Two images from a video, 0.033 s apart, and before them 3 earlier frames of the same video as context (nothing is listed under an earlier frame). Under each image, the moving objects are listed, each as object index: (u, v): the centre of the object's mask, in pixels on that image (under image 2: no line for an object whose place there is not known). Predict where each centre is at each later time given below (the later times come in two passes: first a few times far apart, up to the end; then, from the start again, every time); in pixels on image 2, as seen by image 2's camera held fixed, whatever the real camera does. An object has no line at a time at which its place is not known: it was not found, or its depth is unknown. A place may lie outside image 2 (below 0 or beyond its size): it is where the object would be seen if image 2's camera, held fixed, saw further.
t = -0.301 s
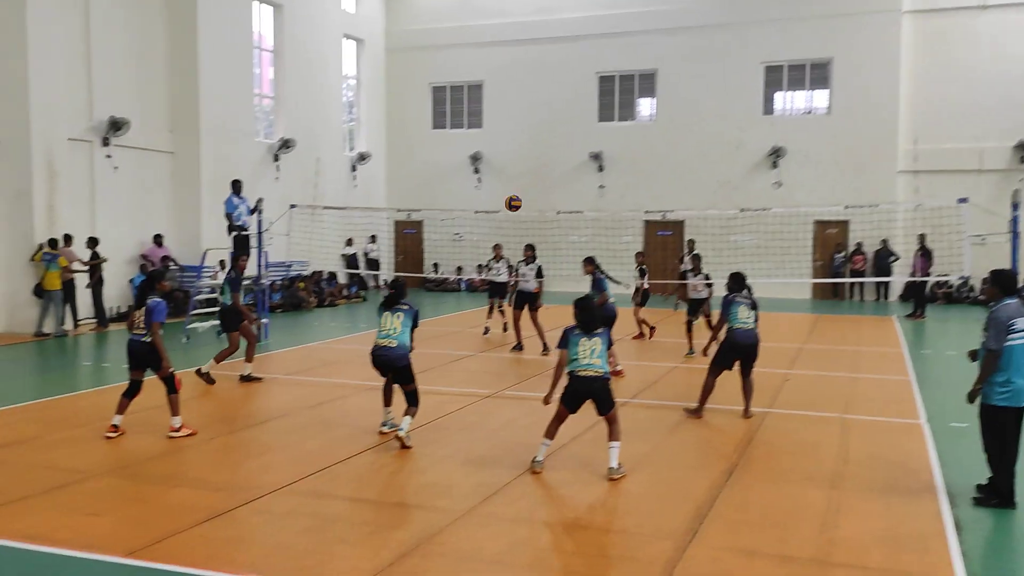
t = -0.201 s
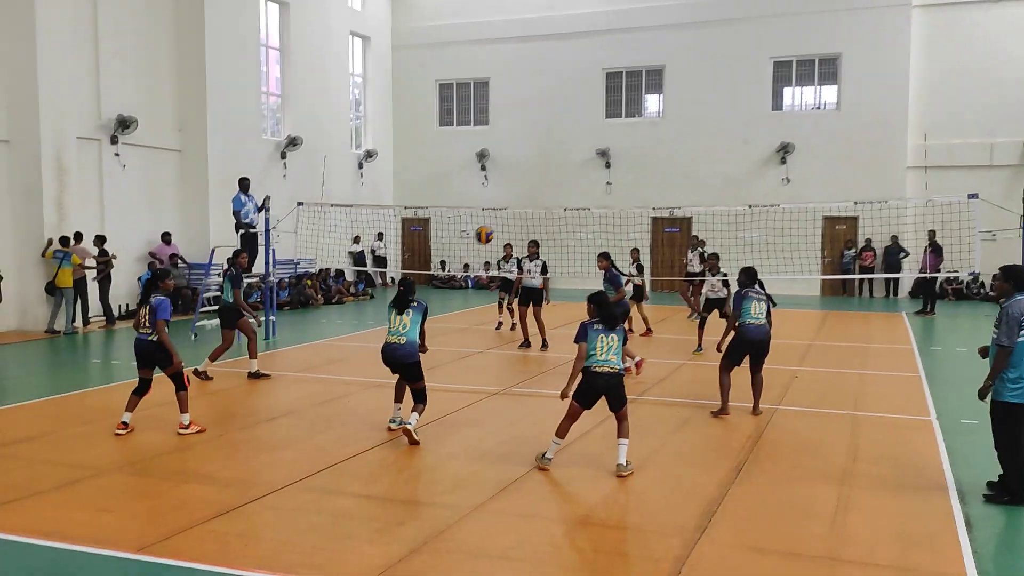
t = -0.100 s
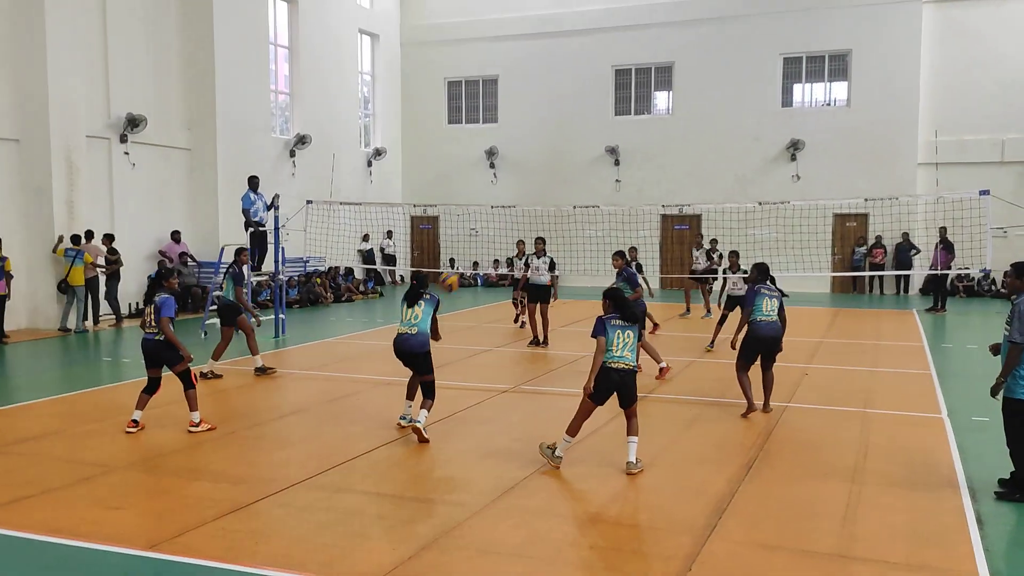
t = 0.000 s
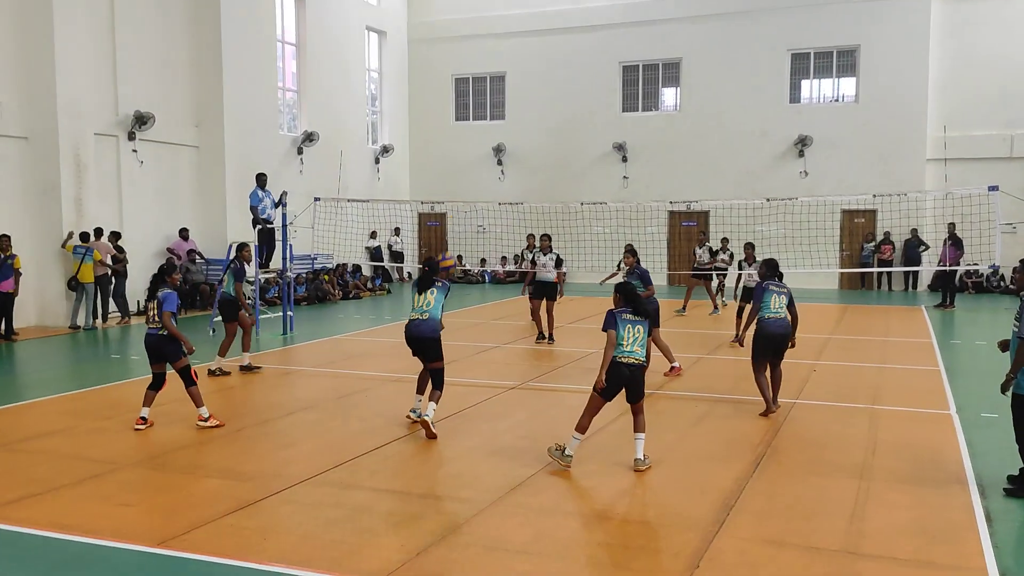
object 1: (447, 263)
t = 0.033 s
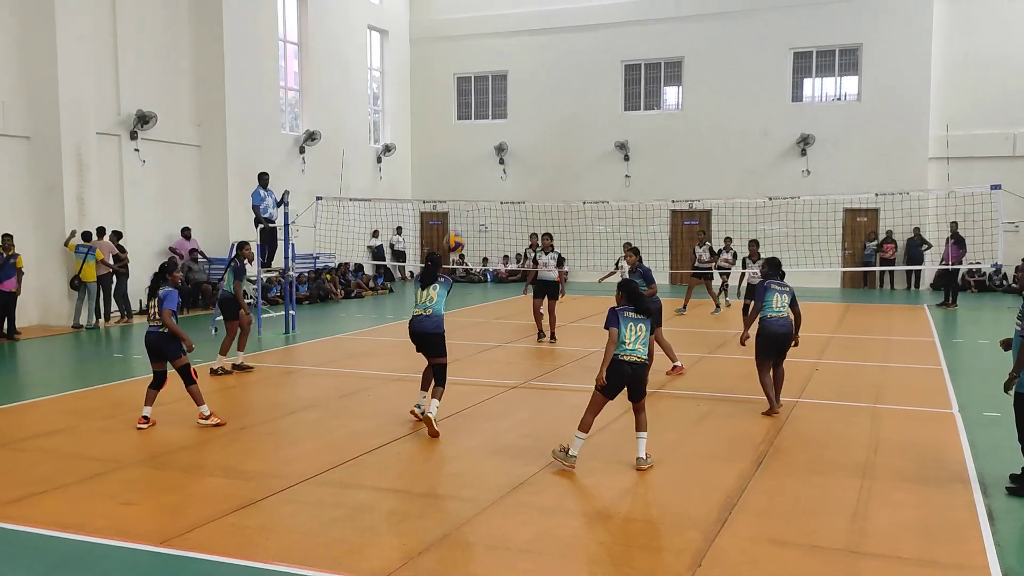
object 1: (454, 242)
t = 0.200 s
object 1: (482, 159)
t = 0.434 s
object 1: (521, 87)
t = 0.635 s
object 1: (553, 69)
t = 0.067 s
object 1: (460, 223)
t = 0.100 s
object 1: (465, 206)
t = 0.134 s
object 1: (471, 190)
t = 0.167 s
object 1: (477, 173)
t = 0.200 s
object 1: (482, 159)
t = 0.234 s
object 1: (487, 145)
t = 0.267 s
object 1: (493, 133)
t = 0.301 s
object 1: (499, 122)
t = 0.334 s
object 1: (505, 111)
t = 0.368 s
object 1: (510, 102)
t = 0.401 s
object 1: (516, 94)
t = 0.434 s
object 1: (521, 87)
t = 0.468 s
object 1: (526, 81)
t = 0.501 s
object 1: (532, 77)
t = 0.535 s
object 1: (537, 73)
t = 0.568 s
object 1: (542, 71)
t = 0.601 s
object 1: (548, 69)
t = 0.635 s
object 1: (553, 69)
